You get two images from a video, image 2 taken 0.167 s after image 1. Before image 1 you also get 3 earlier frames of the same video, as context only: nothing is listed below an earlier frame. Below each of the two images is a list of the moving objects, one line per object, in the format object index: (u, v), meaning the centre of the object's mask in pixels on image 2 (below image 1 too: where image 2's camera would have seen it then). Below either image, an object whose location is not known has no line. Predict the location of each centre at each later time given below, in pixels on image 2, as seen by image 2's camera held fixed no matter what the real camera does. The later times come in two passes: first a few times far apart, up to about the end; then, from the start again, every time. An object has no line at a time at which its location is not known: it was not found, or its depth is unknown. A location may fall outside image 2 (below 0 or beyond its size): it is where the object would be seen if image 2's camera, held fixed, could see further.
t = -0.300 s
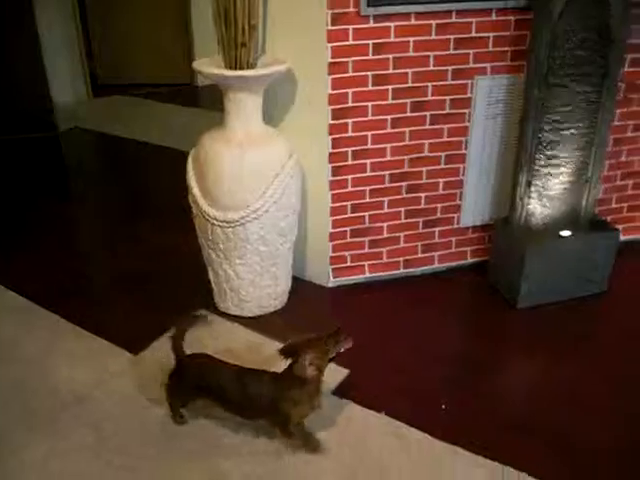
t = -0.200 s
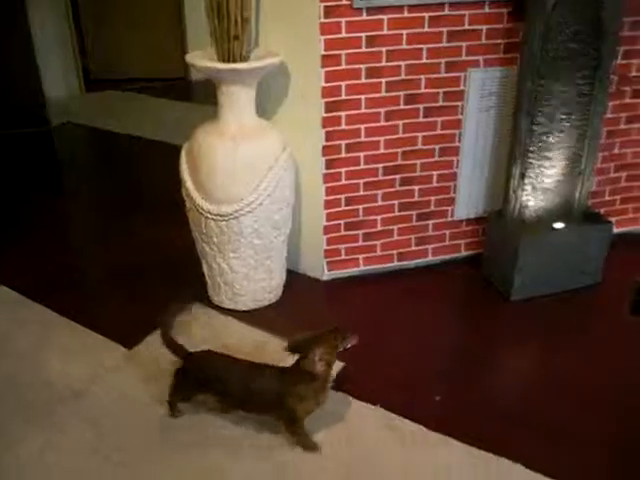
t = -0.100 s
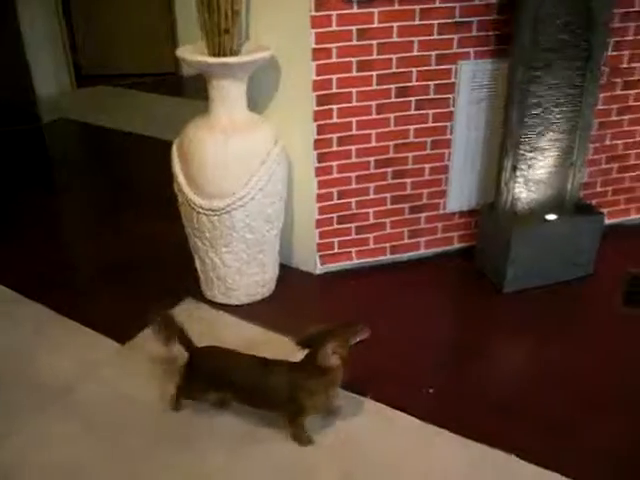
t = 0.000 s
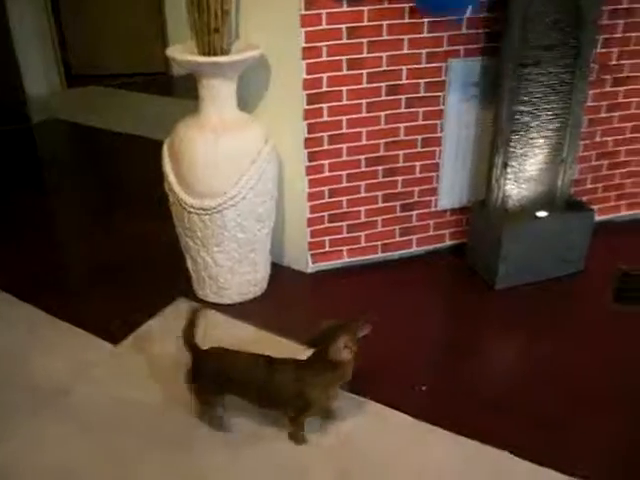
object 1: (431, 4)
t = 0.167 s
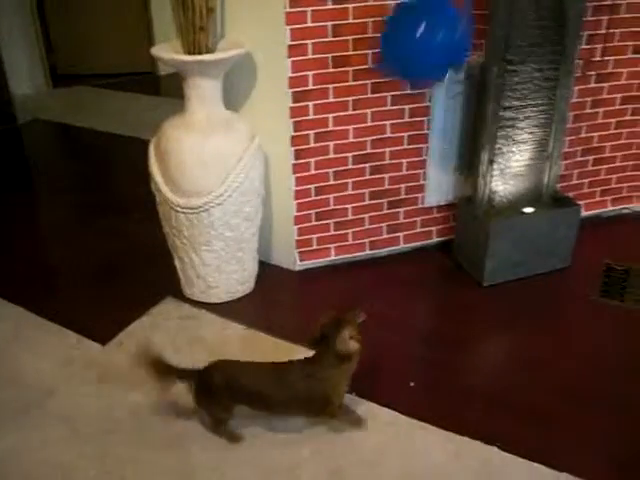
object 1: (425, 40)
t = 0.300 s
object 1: (406, 93)
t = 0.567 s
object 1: (366, 182)
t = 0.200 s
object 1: (420, 55)
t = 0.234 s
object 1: (415, 68)
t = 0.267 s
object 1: (411, 81)
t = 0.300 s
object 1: (406, 93)
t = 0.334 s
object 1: (401, 106)
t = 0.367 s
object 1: (396, 118)
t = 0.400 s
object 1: (391, 128)
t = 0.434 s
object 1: (387, 140)
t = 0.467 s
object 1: (381, 151)
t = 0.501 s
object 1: (377, 160)
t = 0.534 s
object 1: (370, 172)
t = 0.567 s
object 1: (366, 182)
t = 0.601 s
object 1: (359, 192)
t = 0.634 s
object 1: (354, 203)
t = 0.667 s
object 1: (349, 210)
